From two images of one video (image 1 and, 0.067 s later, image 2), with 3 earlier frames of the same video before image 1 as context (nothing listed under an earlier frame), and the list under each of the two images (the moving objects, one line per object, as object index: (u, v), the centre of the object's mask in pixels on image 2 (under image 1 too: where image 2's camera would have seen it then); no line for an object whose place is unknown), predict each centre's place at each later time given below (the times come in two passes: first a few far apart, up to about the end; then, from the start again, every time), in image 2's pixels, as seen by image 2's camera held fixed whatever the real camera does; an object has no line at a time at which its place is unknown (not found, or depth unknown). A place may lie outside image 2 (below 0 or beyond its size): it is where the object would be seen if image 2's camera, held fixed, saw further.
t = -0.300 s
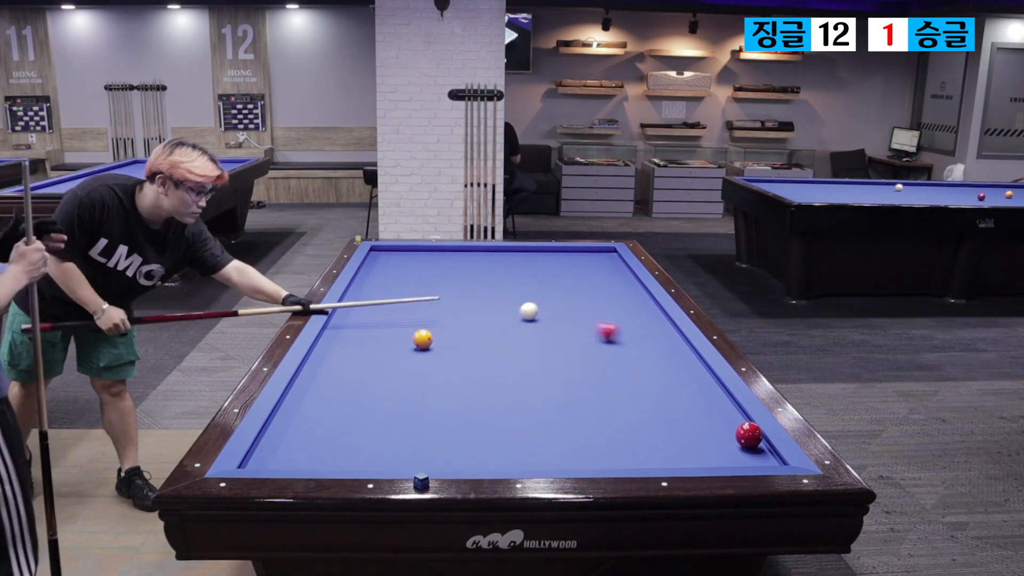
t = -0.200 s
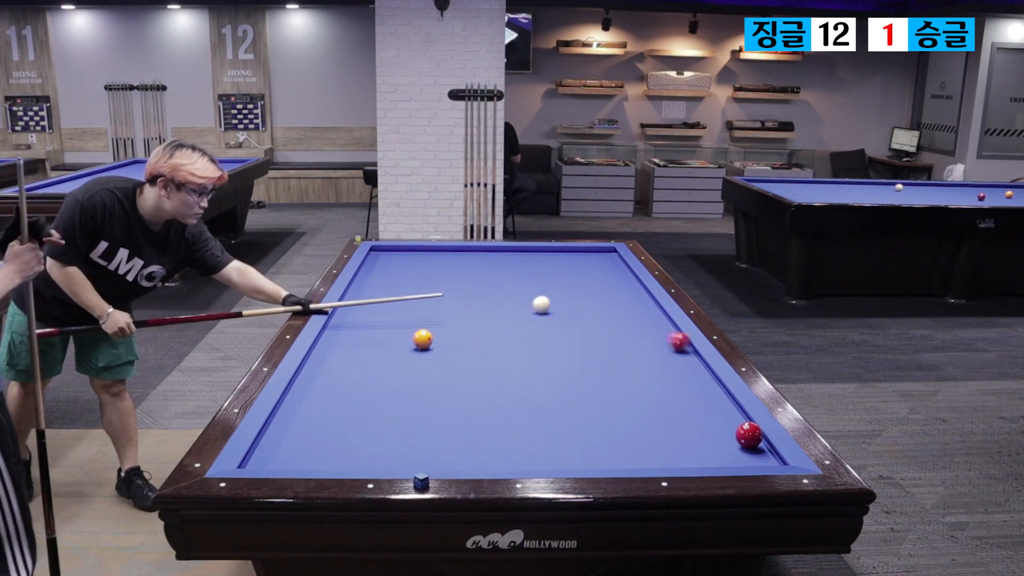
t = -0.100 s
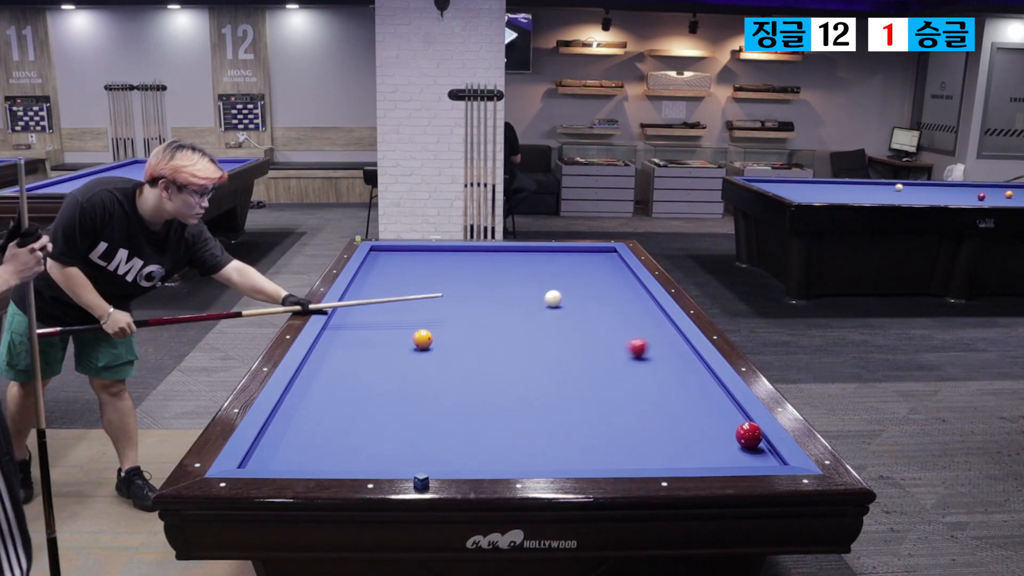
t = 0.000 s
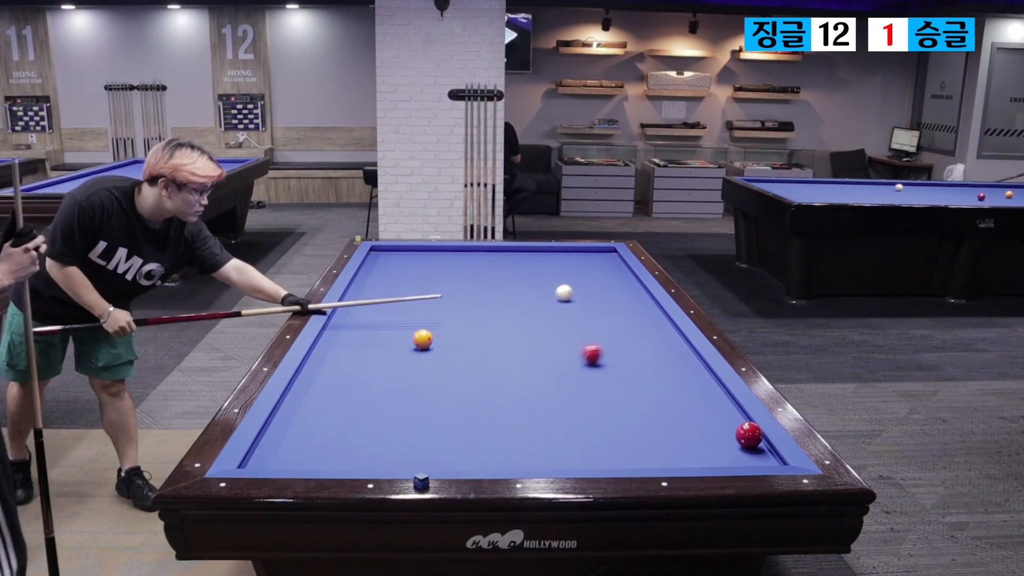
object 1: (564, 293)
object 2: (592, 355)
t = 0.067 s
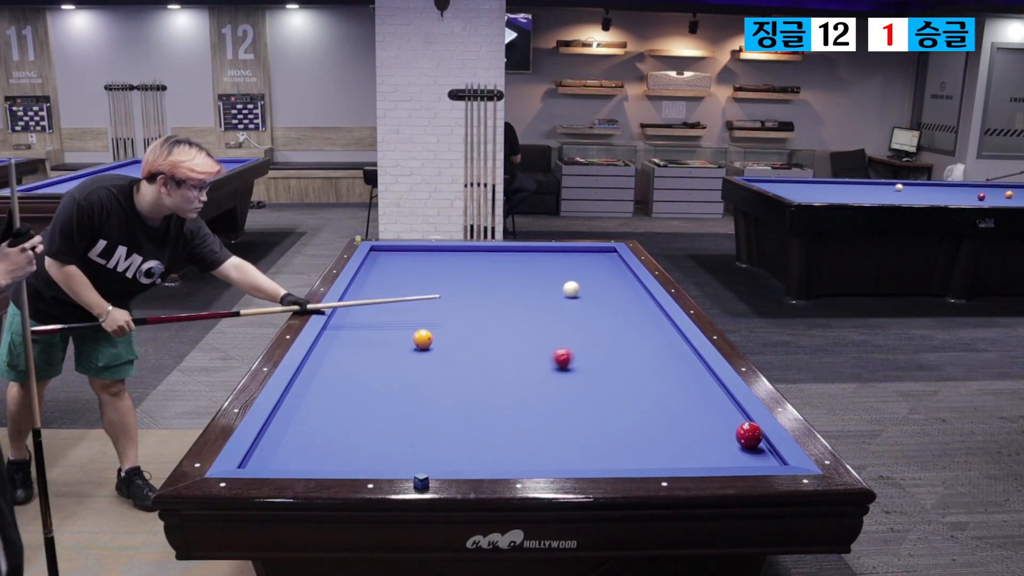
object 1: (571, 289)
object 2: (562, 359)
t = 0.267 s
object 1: (590, 279)
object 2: (477, 371)
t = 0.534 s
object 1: (614, 267)
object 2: (355, 388)
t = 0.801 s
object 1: (603, 256)
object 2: (341, 399)
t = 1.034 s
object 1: (584, 249)
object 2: (405, 406)
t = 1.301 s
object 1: (562, 255)
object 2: (471, 414)
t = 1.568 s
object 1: (540, 261)
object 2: (537, 423)
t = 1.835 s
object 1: (458, 282)
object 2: (758, 449)
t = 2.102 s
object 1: (341, 314)
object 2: (652, 448)
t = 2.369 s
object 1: (394, 349)
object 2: (555, 429)
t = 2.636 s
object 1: (455, 389)
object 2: (479, 413)
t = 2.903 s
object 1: (536, 412)
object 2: (406, 419)
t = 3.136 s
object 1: (602, 425)
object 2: (347, 427)
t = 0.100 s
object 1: (574, 288)
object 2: (547, 361)
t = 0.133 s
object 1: (577, 286)
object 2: (533, 364)
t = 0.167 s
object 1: (581, 284)
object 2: (520, 365)
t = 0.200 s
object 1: (584, 282)
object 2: (505, 367)
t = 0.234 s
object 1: (587, 281)
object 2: (491, 369)
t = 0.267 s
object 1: (590, 279)
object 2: (477, 371)
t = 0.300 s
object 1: (593, 277)
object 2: (462, 373)
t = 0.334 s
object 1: (597, 276)
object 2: (448, 375)
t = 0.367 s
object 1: (599, 274)
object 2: (433, 377)
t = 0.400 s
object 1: (602, 273)
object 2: (418, 379)
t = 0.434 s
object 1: (605, 271)
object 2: (402, 381)
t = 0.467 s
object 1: (608, 270)
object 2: (387, 383)
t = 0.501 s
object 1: (611, 268)
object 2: (371, 385)
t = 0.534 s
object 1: (614, 267)
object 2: (355, 388)
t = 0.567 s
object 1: (616, 266)
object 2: (339, 390)
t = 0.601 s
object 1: (619, 264)
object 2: (323, 392)
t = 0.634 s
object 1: (620, 263)
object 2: (306, 394)
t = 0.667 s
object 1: (616, 261)
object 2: (293, 396)
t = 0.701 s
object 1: (613, 260)
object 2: (306, 397)
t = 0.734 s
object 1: (609, 259)
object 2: (318, 397)
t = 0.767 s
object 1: (606, 257)
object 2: (330, 398)
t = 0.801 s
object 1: (603, 256)
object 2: (341, 399)
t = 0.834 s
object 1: (600, 255)
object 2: (352, 400)
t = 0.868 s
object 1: (598, 253)
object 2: (362, 401)
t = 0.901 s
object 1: (595, 252)
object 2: (372, 402)
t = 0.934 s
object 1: (592, 251)
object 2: (381, 403)
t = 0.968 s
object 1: (589, 250)
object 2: (389, 404)
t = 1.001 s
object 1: (587, 248)
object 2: (397, 405)
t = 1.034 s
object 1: (584, 249)
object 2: (405, 406)
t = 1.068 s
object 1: (582, 250)
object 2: (413, 407)
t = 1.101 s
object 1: (579, 250)
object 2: (422, 408)
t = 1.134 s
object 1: (576, 251)
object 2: (430, 409)
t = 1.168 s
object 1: (573, 252)
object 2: (438, 410)
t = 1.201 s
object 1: (571, 253)
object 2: (446, 411)
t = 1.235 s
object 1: (568, 253)
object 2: (454, 413)
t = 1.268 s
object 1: (565, 254)
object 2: (462, 413)
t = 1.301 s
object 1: (562, 255)
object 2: (471, 414)
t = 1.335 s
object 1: (560, 256)
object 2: (479, 416)
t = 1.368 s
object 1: (557, 256)
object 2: (487, 417)
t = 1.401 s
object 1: (554, 257)
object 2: (495, 418)
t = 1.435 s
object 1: (551, 258)
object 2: (504, 418)
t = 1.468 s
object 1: (549, 258)
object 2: (512, 420)
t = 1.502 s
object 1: (546, 259)
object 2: (520, 420)
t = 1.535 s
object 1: (543, 260)
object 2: (529, 422)
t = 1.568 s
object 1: (540, 261)
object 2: (537, 423)
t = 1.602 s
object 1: (537, 261)
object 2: (546, 424)
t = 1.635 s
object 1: (534, 262)
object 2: (554, 425)
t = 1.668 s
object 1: (522, 265)
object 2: (588, 428)
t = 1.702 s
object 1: (510, 269)
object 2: (622, 432)
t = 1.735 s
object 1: (498, 272)
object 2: (656, 436)
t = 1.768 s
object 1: (485, 275)
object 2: (691, 440)
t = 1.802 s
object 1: (472, 279)
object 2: (725, 443)
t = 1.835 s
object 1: (458, 282)
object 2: (758, 449)
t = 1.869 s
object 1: (444, 286)
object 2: (751, 453)
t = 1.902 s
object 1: (430, 289)
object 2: (740, 457)
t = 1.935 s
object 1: (415, 293)
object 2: (726, 458)
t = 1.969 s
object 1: (400, 297)
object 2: (710, 456)
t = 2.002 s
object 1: (385, 301)
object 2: (695, 455)
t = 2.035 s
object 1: (369, 305)
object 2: (680, 453)
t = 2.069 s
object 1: (353, 309)
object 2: (666, 451)
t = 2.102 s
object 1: (341, 314)
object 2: (652, 448)
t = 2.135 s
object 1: (348, 318)
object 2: (639, 446)
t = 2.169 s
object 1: (354, 322)
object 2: (625, 443)
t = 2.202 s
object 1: (360, 326)
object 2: (613, 441)
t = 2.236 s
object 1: (367, 331)
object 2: (600, 438)
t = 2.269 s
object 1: (373, 335)
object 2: (588, 436)
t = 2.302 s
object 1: (380, 339)
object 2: (577, 434)
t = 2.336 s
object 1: (387, 344)
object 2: (566, 431)
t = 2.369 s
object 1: (394, 349)
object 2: (555, 429)
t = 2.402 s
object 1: (401, 353)
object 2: (544, 427)
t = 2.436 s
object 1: (408, 358)
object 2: (534, 425)
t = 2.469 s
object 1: (416, 363)
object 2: (524, 422)
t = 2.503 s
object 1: (424, 368)
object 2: (514, 421)
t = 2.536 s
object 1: (431, 373)
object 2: (505, 419)
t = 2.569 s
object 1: (439, 379)
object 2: (496, 417)
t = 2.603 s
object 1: (447, 384)
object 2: (488, 415)
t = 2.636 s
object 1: (455, 389)
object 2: (479, 413)
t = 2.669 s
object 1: (462, 392)
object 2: (471, 412)
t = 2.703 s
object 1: (474, 396)
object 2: (464, 410)
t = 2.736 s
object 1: (482, 402)
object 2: (454, 412)
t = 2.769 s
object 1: (493, 404)
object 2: (444, 413)
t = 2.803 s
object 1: (504, 406)
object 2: (434, 414)
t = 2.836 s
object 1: (515, 408)
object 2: (425, 416)
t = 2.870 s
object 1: (525, 411)
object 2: (415, 418)
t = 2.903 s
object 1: (536, 412)
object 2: (406, 419)
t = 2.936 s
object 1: (546, 415)
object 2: (397, 420)
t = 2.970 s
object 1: (555, 416)
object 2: (388, 421)
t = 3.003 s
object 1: (565, 418)
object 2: (379, 422)
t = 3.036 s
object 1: (575, 420)
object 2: (371, 424)
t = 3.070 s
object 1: (584, 422)
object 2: (363, 425)
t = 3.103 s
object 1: (593, 423)
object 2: (354, 426)
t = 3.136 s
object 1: (602, 425)
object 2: (347, 427)
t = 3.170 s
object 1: (610, 427)
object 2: (339, 428)
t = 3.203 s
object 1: (618, 428)
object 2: (331, 429)
